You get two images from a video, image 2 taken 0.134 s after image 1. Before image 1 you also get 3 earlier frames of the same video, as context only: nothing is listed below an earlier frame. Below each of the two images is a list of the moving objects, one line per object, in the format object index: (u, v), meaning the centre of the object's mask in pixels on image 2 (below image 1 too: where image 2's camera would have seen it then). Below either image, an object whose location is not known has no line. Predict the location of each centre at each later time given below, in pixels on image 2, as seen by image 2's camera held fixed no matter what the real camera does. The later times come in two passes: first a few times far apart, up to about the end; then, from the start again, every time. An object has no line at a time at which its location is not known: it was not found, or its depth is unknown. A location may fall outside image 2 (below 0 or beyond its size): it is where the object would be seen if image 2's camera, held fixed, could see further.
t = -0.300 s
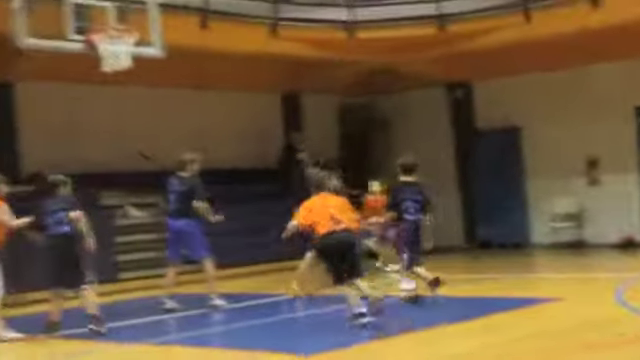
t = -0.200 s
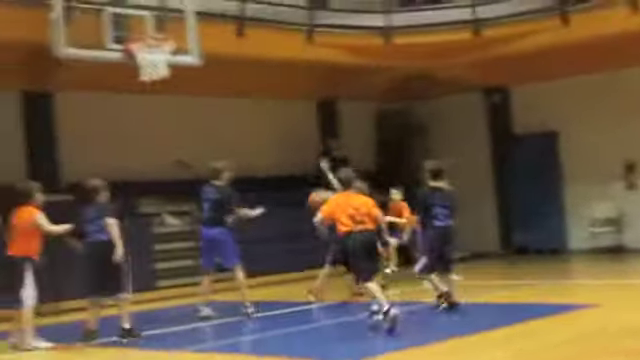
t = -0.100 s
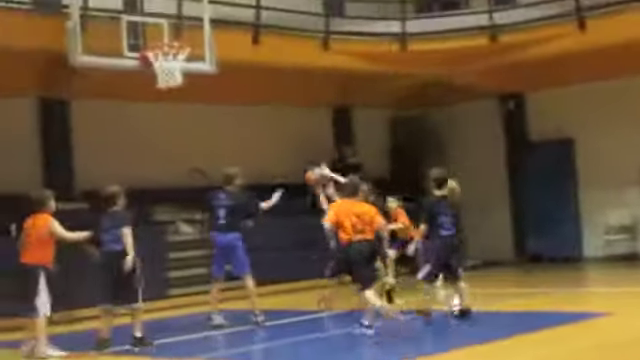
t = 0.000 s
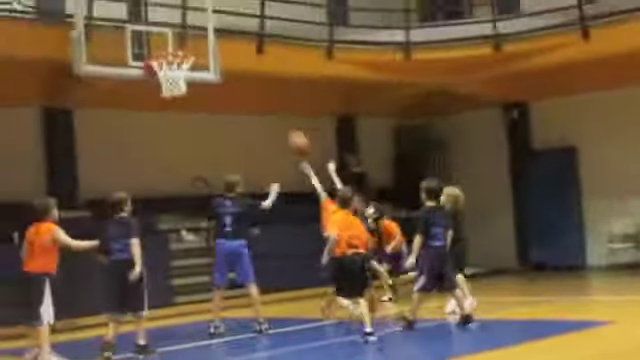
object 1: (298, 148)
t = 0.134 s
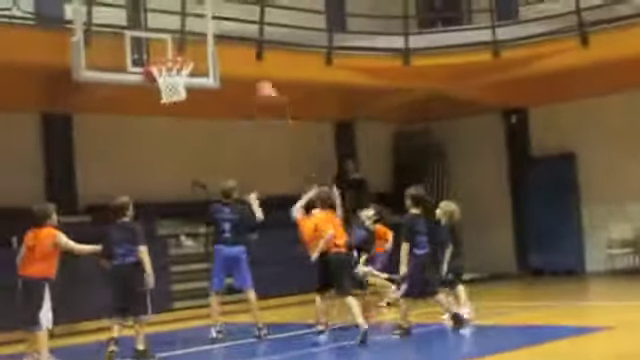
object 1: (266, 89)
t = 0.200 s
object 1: (251, 69)
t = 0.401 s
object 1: (206, 27)
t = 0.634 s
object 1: (156, 15)
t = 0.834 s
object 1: (125, 33)
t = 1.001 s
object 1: (106, 64)
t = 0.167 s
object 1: (259, 80)
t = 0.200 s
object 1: (251, 69)
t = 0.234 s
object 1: (245, 59)
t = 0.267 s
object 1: (236, 52)
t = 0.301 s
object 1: (228, 44)
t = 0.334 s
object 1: (225, 39)
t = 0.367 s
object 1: (210, 31)
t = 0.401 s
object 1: (206, 27)
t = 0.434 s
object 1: (199, 24)
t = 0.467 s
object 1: (192, 20)
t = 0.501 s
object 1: (184, 17)
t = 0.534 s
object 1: (178, 16)
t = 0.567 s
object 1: (172, 16)
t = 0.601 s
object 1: (164, 16)
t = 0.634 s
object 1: (156, 15)
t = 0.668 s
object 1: (149, 15)
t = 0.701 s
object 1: (142, 19)
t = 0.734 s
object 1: (135, 25)
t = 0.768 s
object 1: (130, 29)
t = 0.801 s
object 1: (128, 30)
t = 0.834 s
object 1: (125, 33)
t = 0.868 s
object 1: (121, 38)
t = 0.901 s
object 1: (117, 39)
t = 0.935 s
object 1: (112, 47)
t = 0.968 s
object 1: (110, 53)
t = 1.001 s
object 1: (106, 64)
